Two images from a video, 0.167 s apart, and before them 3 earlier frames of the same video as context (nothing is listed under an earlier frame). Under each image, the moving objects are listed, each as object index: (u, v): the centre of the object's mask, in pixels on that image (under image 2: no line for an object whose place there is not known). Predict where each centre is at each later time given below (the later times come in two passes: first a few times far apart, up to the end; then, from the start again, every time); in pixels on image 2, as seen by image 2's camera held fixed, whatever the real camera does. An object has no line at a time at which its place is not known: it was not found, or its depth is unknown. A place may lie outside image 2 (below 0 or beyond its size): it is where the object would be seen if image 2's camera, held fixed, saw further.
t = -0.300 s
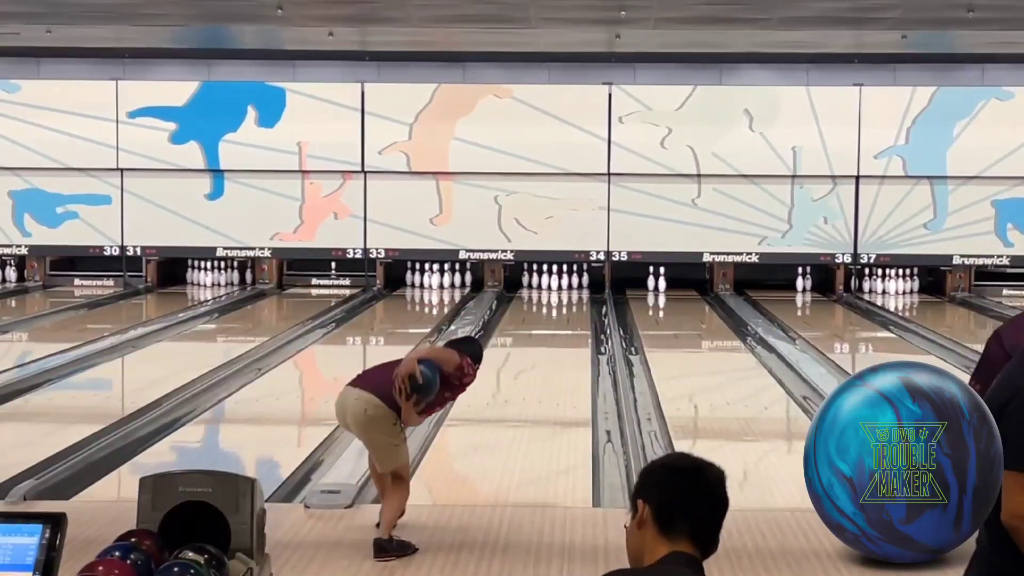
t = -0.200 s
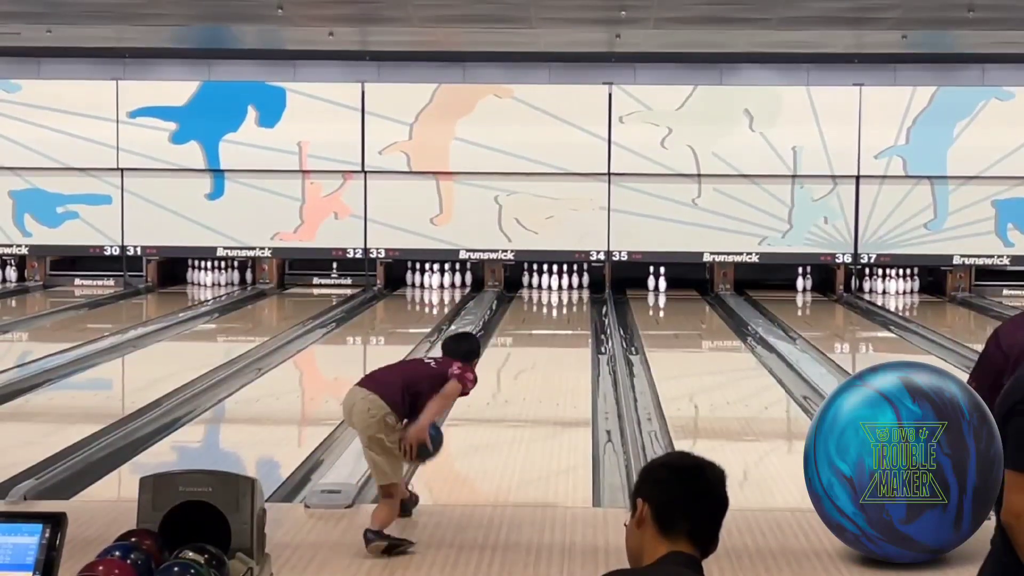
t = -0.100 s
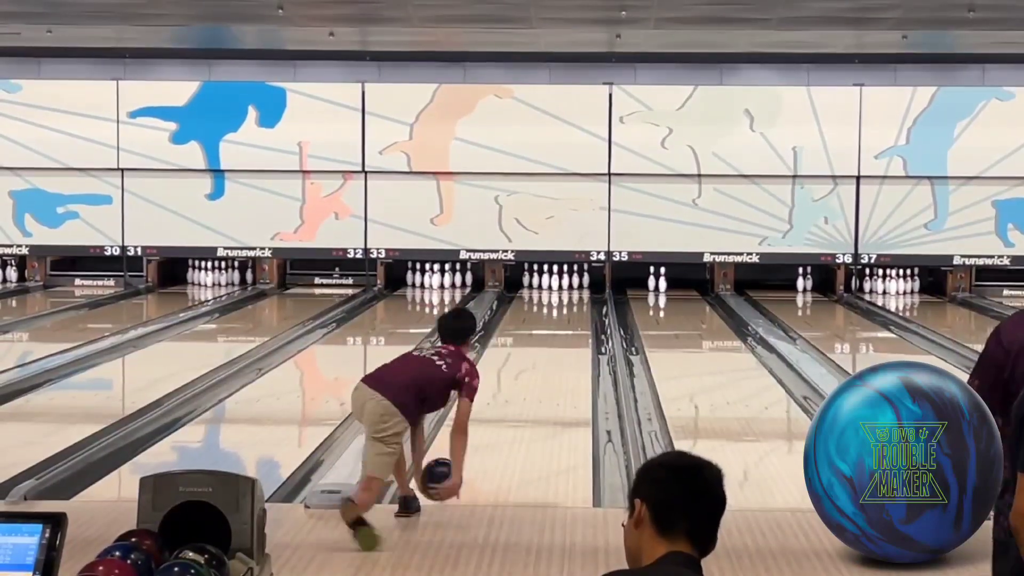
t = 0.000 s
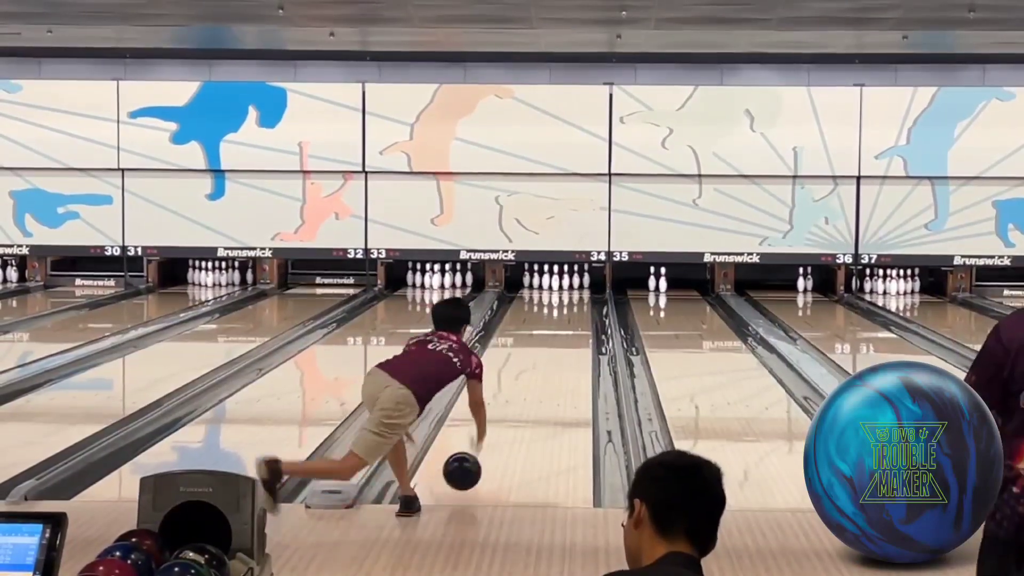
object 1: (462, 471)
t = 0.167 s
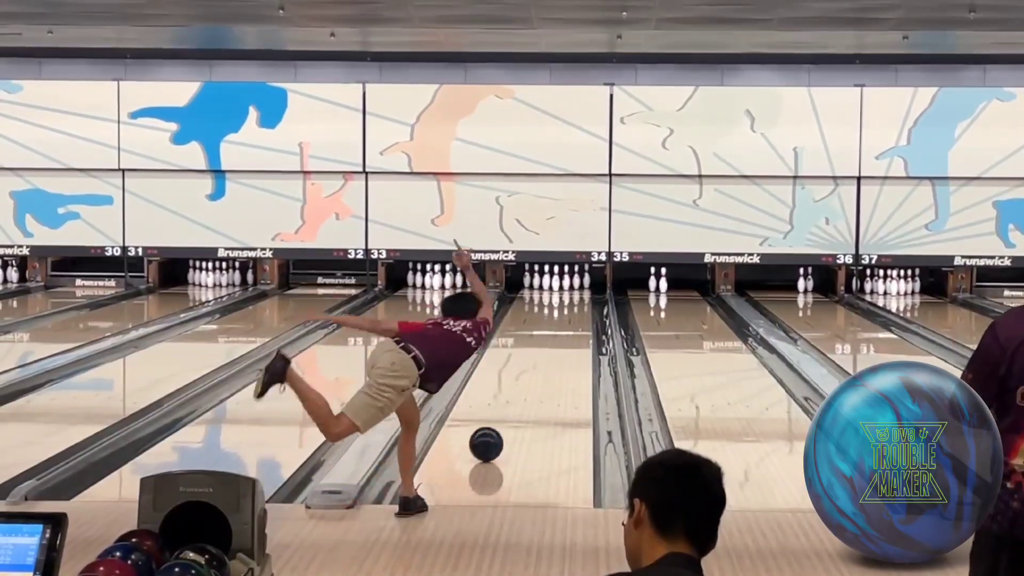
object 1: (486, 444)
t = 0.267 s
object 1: (498, 427)
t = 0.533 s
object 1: (522, 390)
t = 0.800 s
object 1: (538, 370)
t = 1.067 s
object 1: (551, 341)
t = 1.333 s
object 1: (560, 325)
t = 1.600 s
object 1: (567, 312)
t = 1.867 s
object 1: (570, 300)
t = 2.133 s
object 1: (569, 291)
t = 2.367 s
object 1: (567, 284)
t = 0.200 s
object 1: (490, 438)
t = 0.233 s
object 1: (494, 432)
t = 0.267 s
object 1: (498, 427)
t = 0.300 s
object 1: (501, 421)
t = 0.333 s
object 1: (504, 416)
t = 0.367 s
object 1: (508, 412)
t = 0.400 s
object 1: (511, 407)
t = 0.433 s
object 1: (514, 402)
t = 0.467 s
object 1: (516, 398)
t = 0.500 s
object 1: (519, 394)
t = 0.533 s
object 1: (522, 390)
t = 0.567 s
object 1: (524, 386)
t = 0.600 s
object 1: (527, 382)
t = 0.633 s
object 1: (529, 379)
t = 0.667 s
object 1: (531, 375)
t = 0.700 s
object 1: (533, 372)
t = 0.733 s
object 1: (535, 369)
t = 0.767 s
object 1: (537, 368)
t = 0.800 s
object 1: (538, 370)
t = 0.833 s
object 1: (542, 356)
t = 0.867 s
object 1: (543, 357)
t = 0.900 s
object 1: (544, 354)
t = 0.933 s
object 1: (546, 352)
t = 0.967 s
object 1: (547, 349)
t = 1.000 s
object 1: (549, 346)
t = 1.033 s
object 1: (550, 344)
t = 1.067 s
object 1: (551, 341)
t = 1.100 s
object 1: (553, 339)
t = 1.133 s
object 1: (554, 337)
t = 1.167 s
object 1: (555, 335)
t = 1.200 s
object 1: (556, 333)
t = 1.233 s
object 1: (557, 331)
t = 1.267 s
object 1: (558, 329)
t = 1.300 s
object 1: (560, 327)
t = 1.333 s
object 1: (560, 325)
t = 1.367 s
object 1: (561, 323)
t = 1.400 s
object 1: (562, 321)
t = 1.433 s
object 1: (563, 320)
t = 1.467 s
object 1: (564, 319)
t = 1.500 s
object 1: (565, 317)
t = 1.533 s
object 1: (565, 315)
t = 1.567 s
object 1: (566, 314)
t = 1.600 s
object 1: (567, 312)
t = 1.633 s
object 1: (567, 310)
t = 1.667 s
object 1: (568, 309)
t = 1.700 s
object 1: (568, 307)
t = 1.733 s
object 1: (569, 306)
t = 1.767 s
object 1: (570, 304)
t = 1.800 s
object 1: (570, 302)
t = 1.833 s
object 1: (570, 301)
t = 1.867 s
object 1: (570, 300)
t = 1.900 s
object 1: (570, 299)
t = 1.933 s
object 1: (571, 297)
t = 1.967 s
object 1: (570, 296)
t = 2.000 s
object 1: (570, 295)
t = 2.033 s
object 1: (570, 294)
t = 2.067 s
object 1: (570, 293)
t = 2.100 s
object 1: (569, 292)
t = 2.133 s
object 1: (569, 291)
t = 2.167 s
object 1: (568, 290)
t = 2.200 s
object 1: (568, 289)
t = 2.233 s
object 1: (567, 288)
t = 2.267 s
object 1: (567, 287)
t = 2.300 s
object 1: (566, 285)
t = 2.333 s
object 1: (566, 285)
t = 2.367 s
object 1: (567, 284)
